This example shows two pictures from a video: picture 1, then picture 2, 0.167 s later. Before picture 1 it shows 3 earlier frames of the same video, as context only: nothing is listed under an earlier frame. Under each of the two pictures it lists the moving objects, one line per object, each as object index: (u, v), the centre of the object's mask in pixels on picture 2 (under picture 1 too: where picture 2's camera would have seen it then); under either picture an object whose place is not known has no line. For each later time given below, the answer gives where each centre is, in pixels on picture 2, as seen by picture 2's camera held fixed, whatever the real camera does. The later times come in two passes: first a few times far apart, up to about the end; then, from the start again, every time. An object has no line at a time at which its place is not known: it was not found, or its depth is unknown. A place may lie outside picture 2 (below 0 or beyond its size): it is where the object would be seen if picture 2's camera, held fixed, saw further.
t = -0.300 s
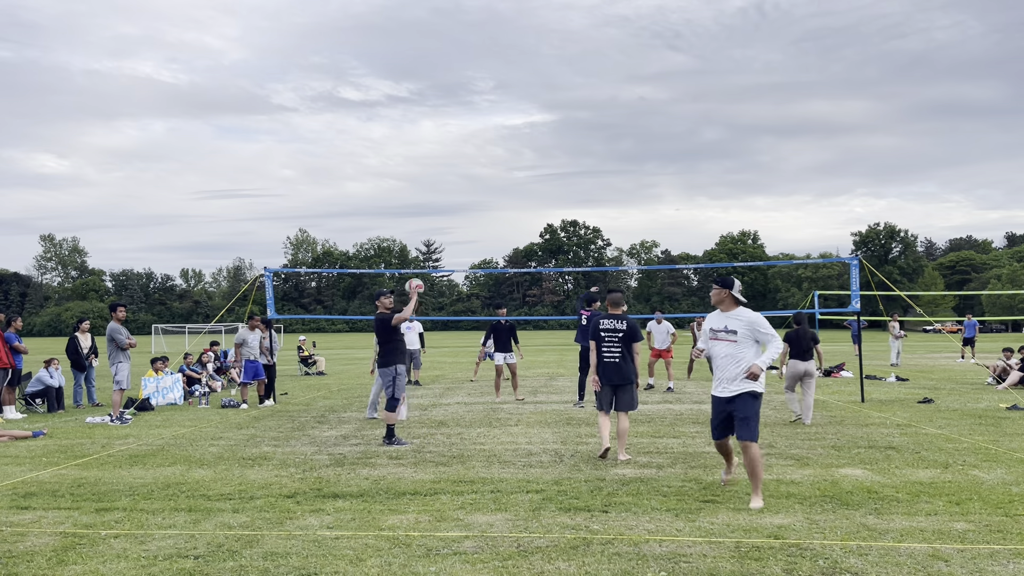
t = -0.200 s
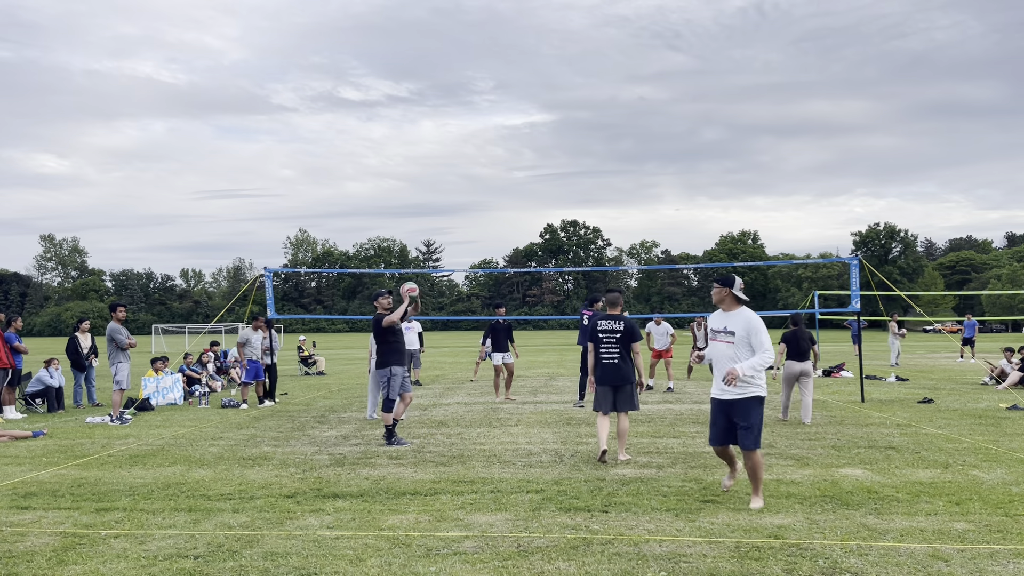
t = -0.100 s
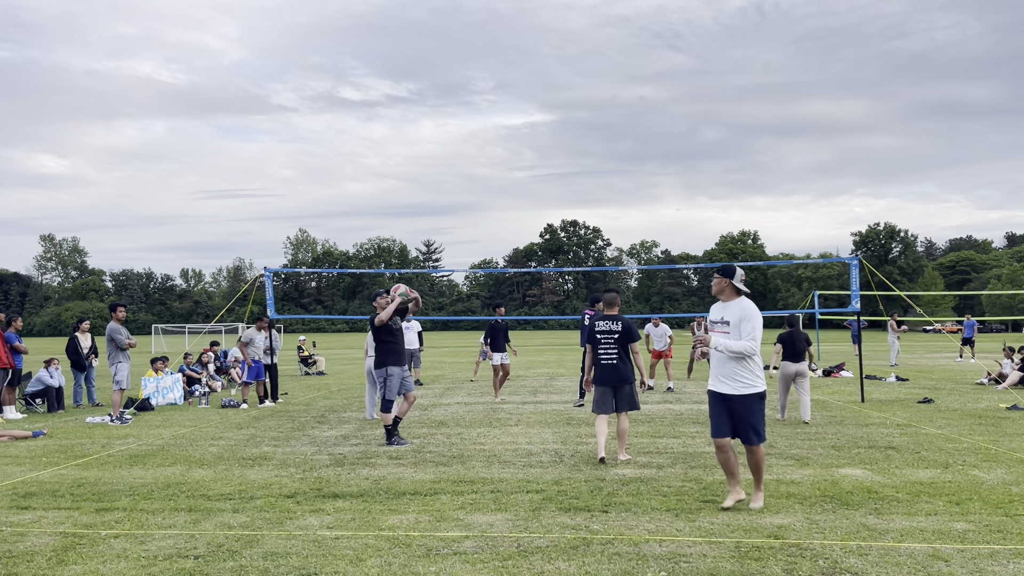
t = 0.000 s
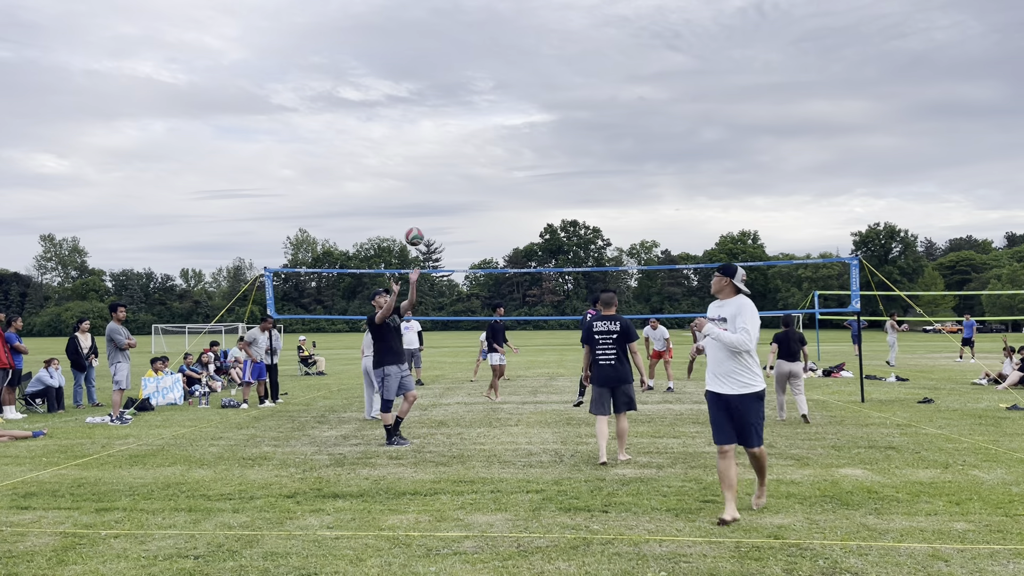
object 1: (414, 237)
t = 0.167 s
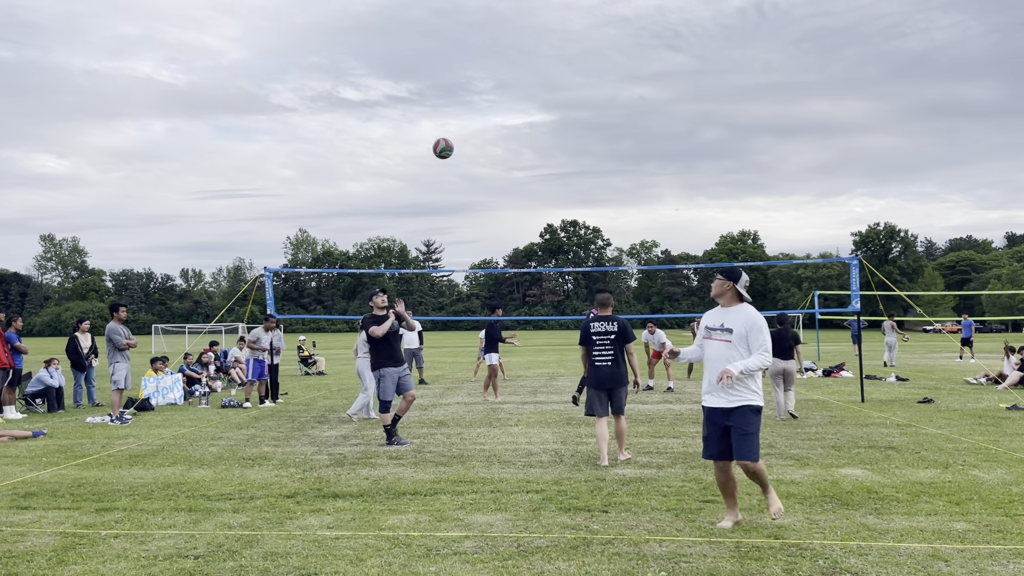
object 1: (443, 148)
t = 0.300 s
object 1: (469, 92)
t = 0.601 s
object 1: (543, 17)
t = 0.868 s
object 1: (633, 39)
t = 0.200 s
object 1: (449, 133)
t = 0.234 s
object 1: (456, 118)
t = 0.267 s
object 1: (462, 105)
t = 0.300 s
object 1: (469, 92)
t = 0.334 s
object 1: (476, 80)
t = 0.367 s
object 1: (484, 68)
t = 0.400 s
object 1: (491, 58)
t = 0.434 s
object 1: (499, 48)
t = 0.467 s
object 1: (508, 40)
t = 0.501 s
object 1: (516, 33)
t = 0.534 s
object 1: (525, 26)
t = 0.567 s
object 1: (534, 21)
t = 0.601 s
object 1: (543, 17)
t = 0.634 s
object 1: (553, 14)
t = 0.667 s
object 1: (564, 13)
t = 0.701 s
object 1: (574, 13)
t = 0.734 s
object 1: (585, 15)
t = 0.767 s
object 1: (596, 18)
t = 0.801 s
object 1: (608, 23)
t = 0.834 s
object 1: (620, 30)
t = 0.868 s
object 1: (633, 39)
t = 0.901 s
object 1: (646, 49)
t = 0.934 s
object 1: (660, 62)
